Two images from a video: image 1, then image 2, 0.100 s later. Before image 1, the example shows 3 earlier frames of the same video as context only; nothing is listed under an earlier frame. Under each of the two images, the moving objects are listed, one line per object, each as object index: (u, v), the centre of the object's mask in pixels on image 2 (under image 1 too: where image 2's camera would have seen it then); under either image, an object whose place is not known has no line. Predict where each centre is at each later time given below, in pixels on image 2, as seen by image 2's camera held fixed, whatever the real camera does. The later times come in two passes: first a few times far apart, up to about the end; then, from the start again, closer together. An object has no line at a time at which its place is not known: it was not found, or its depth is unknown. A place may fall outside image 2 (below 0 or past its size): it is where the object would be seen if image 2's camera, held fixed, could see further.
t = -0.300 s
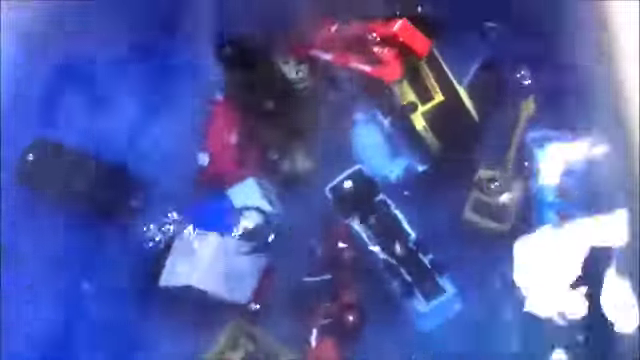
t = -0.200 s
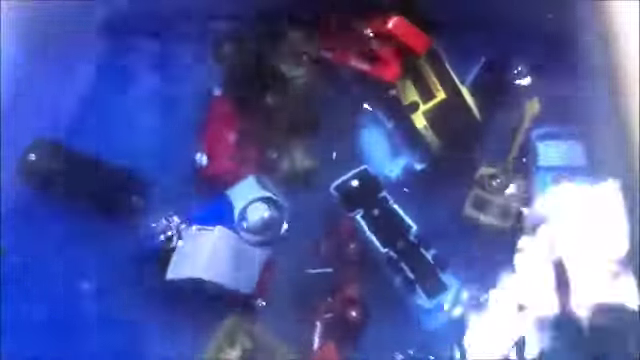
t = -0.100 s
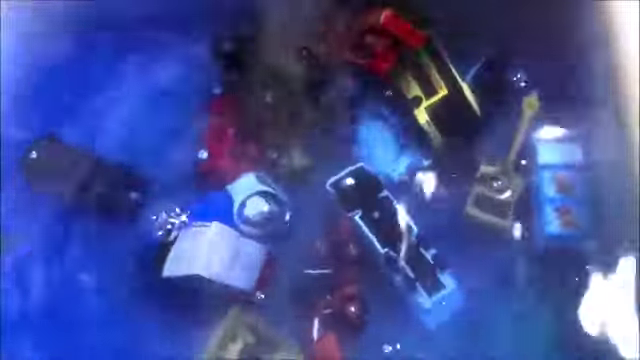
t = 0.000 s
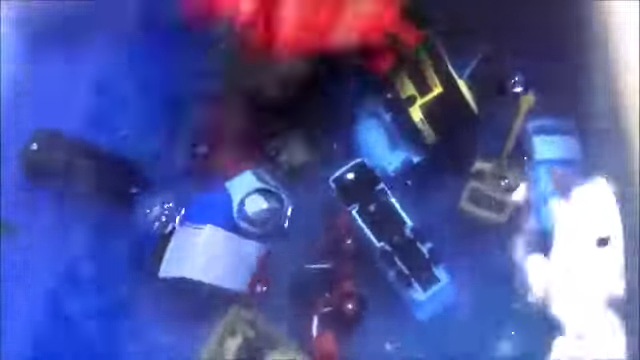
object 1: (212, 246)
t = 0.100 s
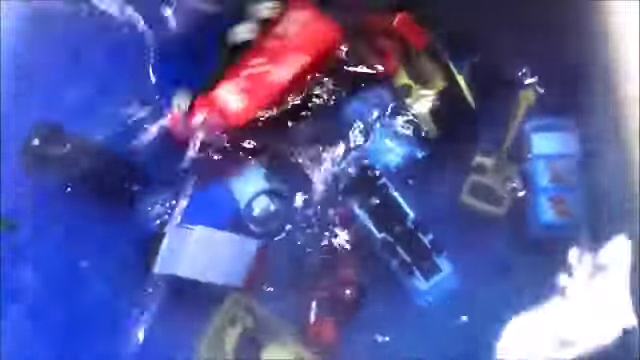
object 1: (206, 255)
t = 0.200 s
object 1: (197, 255)
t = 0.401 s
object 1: (197, 247)
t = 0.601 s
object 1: (191, 254)
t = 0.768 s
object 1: (181, 265)
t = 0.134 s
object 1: (205, 254)
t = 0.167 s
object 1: (204, 256)
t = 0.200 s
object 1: (197, 255)
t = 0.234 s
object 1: (193, 253)
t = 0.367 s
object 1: (197, 248)
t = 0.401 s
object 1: (197, 247)
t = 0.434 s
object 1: (196, 247)
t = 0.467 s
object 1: (191, 245)
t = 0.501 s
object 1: (189, 247)
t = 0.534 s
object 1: (188, 249)
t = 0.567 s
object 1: (192, 252)
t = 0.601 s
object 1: (191, 254)
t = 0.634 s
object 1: (191, 257)
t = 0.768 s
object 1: (181, 265)
